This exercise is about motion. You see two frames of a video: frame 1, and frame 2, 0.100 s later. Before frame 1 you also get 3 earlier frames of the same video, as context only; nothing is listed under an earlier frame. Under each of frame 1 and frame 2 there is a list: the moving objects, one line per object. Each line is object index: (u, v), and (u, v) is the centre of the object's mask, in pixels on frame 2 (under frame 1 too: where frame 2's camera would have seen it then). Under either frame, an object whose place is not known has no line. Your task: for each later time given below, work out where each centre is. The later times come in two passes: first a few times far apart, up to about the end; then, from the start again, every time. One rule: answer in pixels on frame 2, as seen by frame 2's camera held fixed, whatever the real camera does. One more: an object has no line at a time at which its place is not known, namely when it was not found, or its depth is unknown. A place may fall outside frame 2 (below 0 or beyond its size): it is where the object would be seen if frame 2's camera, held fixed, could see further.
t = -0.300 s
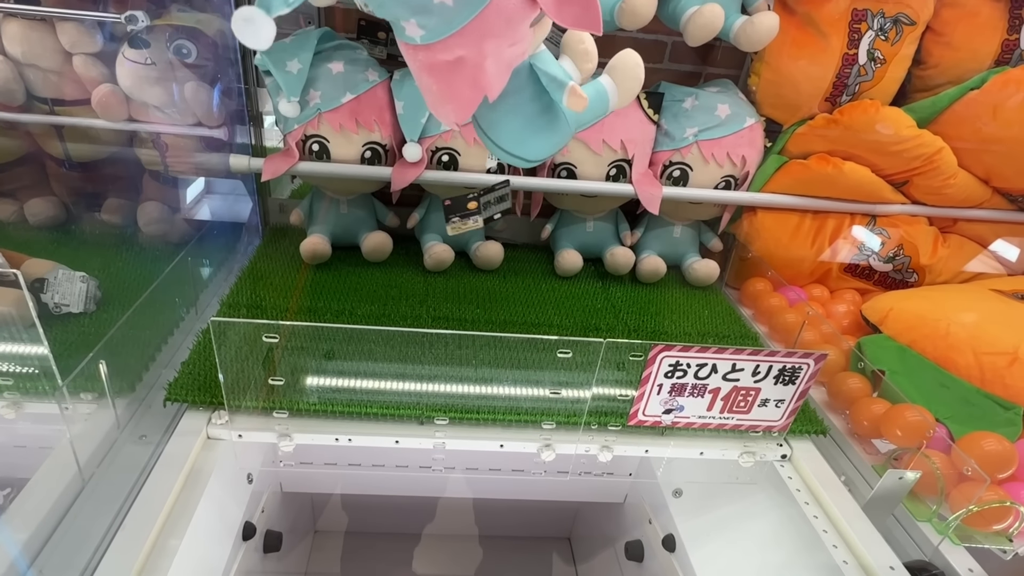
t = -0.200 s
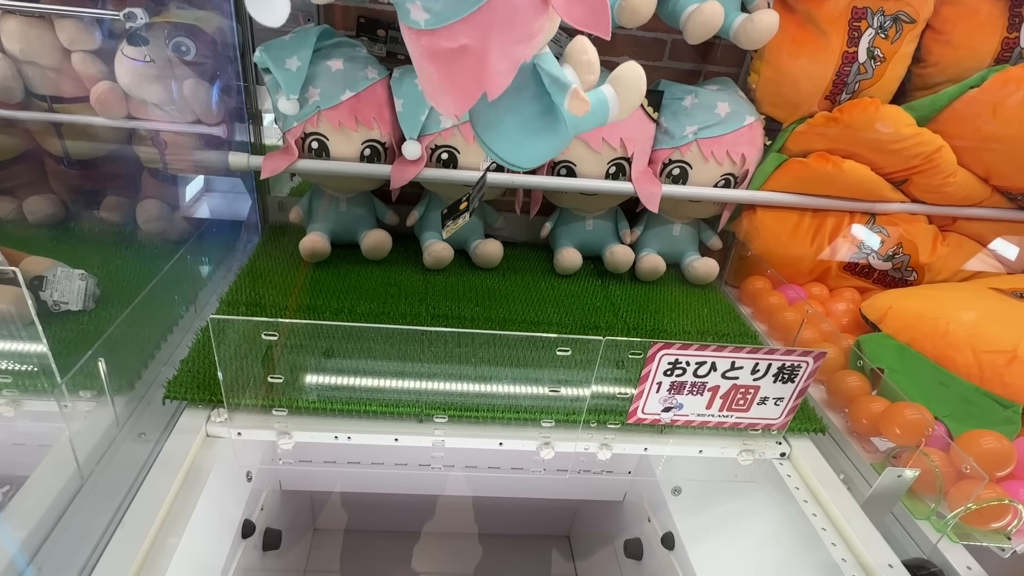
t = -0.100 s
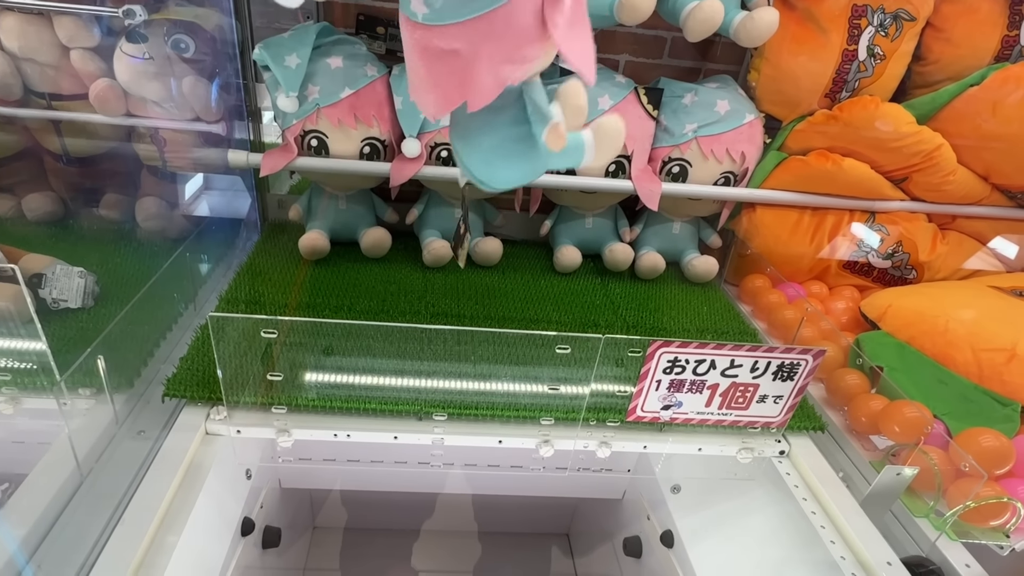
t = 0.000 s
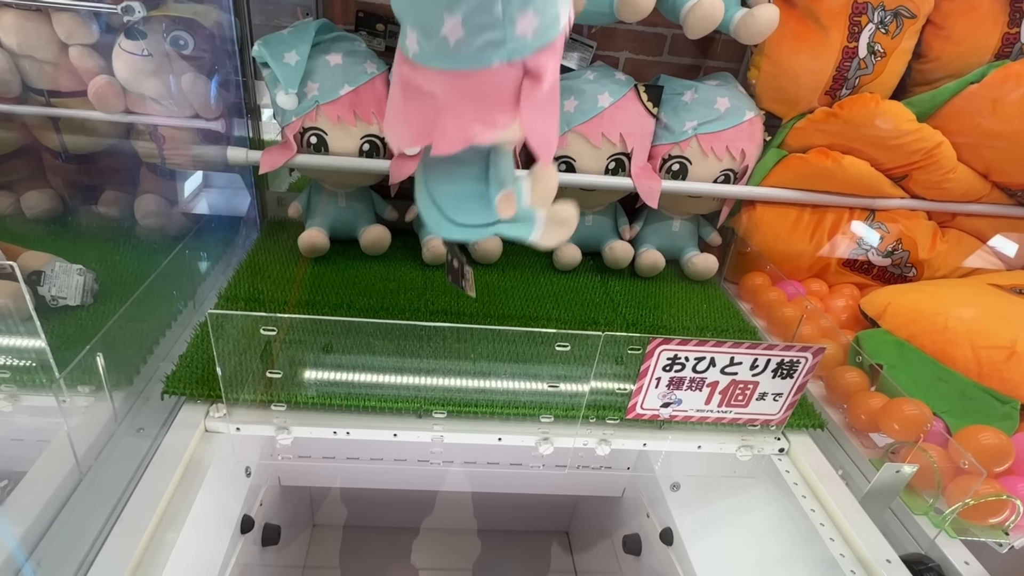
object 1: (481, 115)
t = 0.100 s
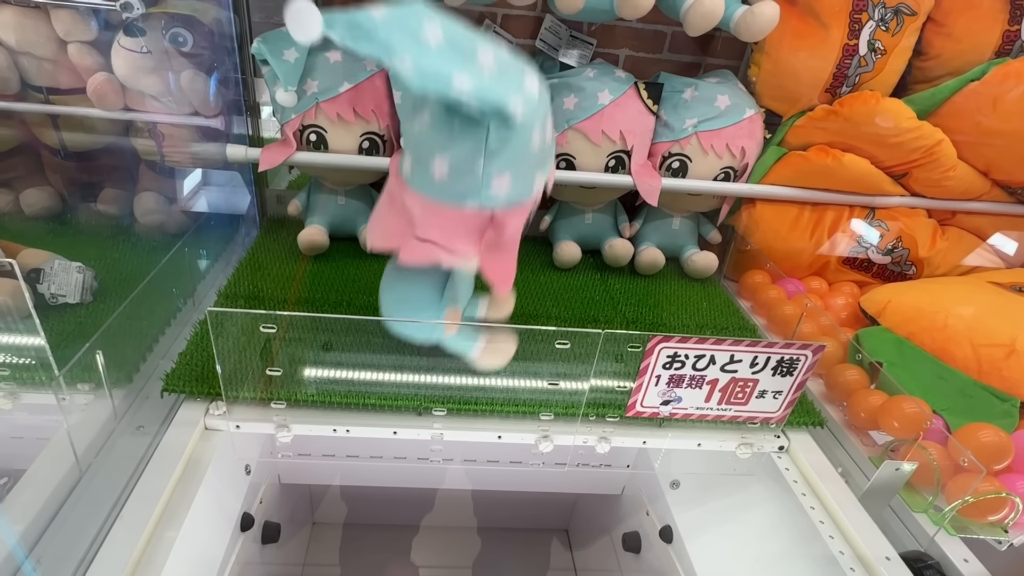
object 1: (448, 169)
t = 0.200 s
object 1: (470, 266)
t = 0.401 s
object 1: (599, 281)
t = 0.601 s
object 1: (628, 302)
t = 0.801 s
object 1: (608, 313)
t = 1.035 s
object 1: (612, 306)
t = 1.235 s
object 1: (611, 309)
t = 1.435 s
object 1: (612, 308)
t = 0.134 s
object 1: (443, 215)
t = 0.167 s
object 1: (451, 254)
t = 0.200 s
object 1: (470, 266)
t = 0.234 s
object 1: (495, 266)
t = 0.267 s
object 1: (519, 261)
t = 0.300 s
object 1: (542, 260)
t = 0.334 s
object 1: (561, 263)
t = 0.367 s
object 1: (581, 270)
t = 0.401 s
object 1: (599, 281)
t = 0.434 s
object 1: (615, 291)
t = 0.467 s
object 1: (635, 288)
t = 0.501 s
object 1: (643, 286)
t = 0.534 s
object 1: (651, 293)
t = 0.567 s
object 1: (627, 295)
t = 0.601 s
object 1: (628, 302)
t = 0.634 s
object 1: (626, 301)
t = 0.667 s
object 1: (624, 299)
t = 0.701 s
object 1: (621, 300)
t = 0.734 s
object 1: (620, 309)
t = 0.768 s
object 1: (613, 313)
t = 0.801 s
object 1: (608, 313)
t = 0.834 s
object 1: (612, 310)
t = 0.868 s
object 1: (634, 311)
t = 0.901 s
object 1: (635, 310)
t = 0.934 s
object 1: (617, 305)
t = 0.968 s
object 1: (616, 306)
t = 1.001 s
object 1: (611, 303)
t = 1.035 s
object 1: (612, 306)
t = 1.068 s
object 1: (612, 308)
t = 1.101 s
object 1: (612, 308)
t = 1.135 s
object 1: (612, 308)
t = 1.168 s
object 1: (611, 309)
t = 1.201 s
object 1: (611, 309)
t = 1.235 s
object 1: (611, 309)
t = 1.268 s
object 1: (611, 309)
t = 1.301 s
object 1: (611, 309)
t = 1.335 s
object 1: (611, 308)
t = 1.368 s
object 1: (612, 308)
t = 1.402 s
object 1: (612, 308)
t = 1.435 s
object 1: (612, 308)
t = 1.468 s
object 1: (612, 308)
